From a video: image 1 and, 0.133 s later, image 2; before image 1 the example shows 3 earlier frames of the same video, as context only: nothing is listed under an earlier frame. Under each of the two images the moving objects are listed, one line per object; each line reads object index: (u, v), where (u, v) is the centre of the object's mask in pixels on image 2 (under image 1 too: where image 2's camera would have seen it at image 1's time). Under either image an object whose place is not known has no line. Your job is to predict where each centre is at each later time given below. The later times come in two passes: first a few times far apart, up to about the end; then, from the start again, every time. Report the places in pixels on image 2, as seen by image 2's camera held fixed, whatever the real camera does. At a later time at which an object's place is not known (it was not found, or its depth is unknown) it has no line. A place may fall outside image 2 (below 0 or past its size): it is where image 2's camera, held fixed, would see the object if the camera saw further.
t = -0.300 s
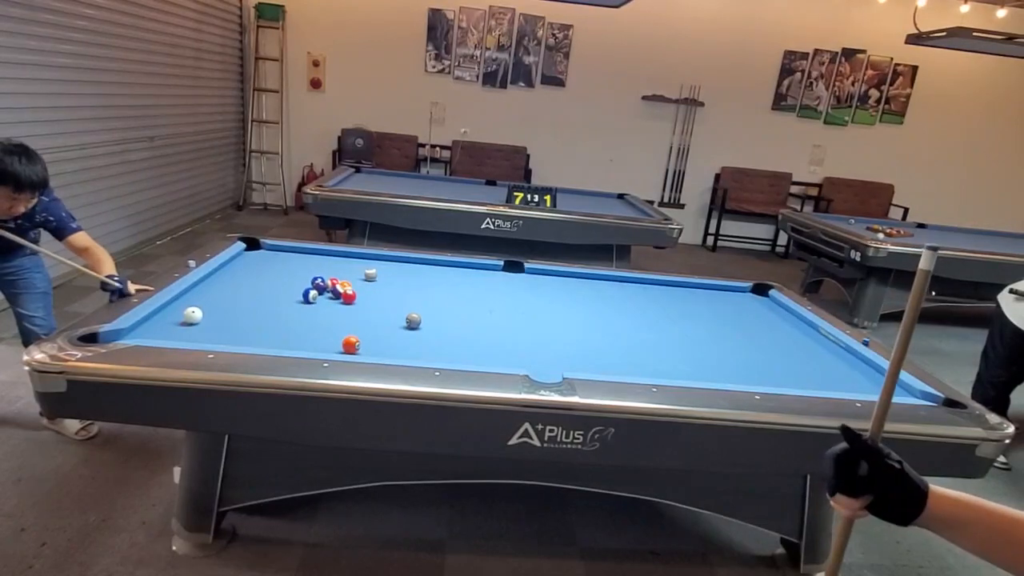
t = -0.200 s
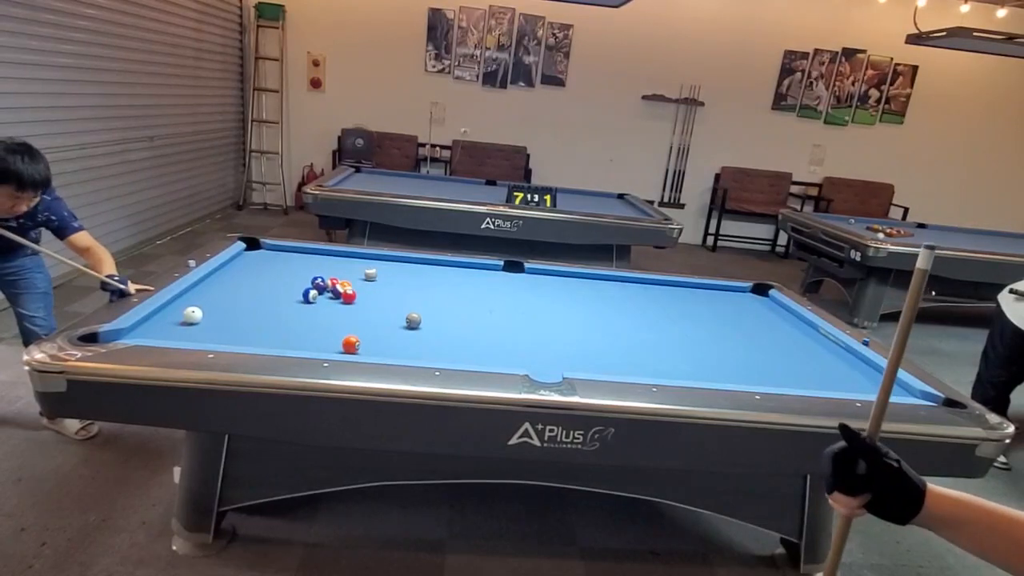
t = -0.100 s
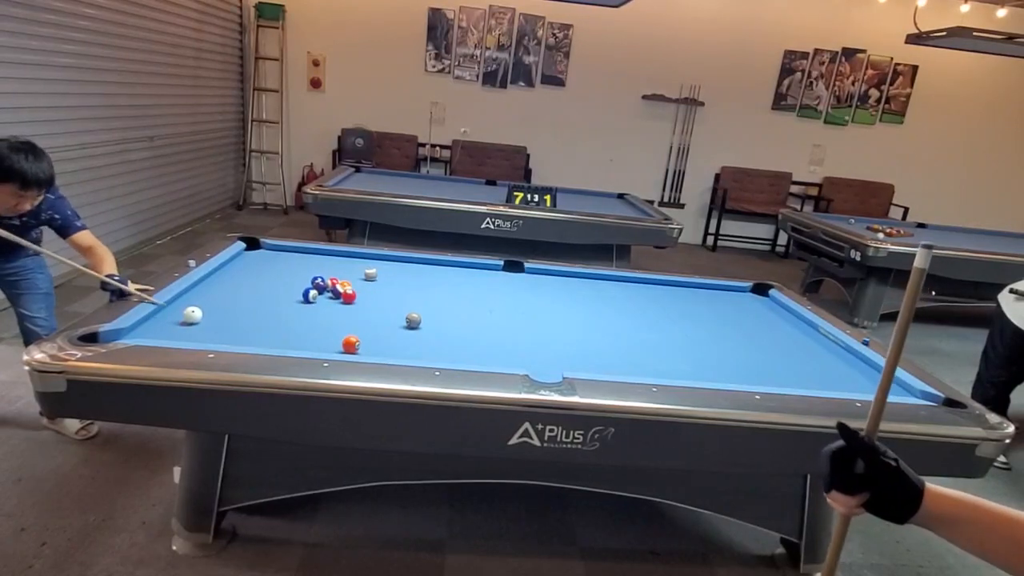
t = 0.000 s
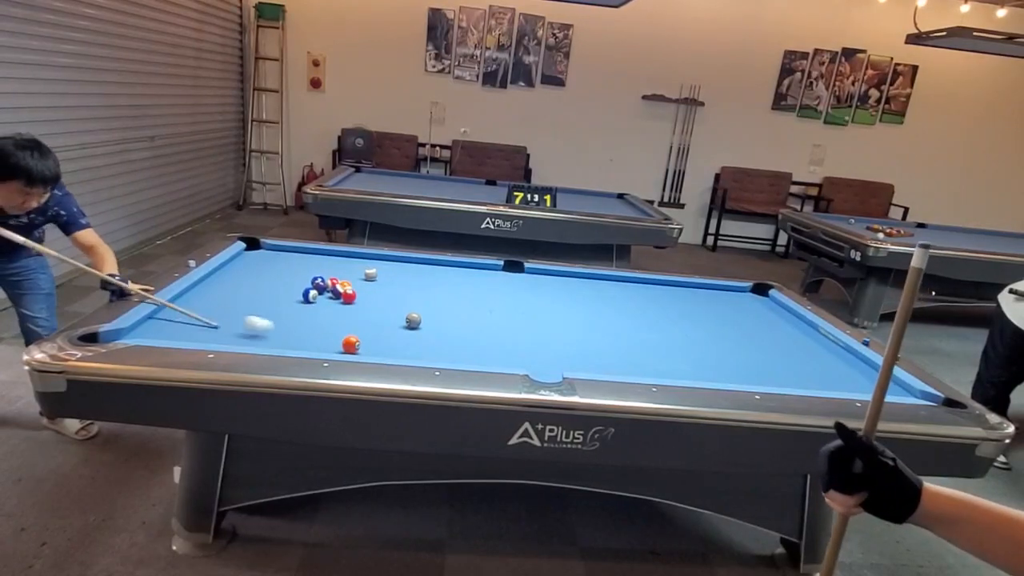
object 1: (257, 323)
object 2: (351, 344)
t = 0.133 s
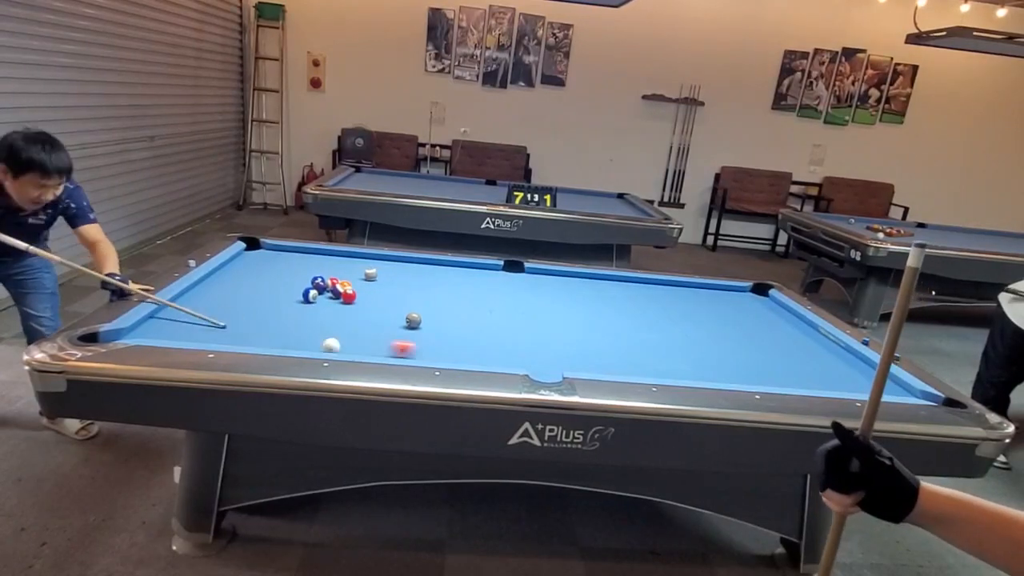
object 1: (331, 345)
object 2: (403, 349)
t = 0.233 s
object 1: (325, 347)
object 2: (492, 357)
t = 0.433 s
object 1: (310, 342)
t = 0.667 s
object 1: (294, 335)
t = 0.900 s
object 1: (280, 327)
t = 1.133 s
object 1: (267, 320)
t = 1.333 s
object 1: (258, 314)
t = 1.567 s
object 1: (247, 309)
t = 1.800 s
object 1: (239, 304)
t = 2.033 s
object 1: (230, 299)
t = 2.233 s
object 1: (224, 295)
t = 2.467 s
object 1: (218, 292)
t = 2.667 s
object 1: (213, 289)
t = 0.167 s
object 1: (329, 346)
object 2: (433, 352)
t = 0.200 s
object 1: (327, 348)
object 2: (462, 354)
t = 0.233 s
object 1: (325, 347)
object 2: (492, 357)
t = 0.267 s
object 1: (322, 346)
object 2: (520, 360)
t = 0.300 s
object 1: (319, 346)
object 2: (546, 364)
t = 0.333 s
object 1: (317, 345)
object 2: (572, 365)
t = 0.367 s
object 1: (315, 344)
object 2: (597, 366)
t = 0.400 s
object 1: (312, 343)
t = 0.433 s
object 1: (310, 342)
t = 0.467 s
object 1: (307, 342)
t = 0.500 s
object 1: (305, 341)
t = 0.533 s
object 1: (303, 340)
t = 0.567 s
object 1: (300, 338)
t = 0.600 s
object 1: (298, 337)
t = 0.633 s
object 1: (296, 336)
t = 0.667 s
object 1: (294, 335)
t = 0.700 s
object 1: (292, 333)
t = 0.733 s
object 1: (290, 332)
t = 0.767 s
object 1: (288, 331)
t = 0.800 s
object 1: (286, 330)
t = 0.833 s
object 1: (284, 329)
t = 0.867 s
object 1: (282, 328)
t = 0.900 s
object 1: (280, 327)
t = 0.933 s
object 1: (278, 326)
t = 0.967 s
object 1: (276, 325)
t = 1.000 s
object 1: (275, 324)
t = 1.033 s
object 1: (273, 322)
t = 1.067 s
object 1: (271, 321)
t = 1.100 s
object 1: (269, 321)
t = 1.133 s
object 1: (267, 320)
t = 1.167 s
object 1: (266, 319)
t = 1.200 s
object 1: (264, 318)
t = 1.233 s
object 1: (263, 317)
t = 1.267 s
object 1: (261, 316)
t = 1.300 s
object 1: (260, 315)
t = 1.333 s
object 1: (258, 314)
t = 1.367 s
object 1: (256, 313)
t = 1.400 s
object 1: (255, 312)
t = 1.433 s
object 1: (253, 312)
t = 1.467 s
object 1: (252, 311)
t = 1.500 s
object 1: (250, 310)
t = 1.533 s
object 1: (249, 309)
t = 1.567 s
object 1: (247, 309)
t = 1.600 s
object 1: (246, 308)
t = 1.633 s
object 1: (245, 307)
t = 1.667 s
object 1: (243, 306)
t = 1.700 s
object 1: (242, 306)
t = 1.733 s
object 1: (241, 305)
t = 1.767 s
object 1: (240, 304)
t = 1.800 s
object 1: (239, 304)
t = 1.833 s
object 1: (237, 303)
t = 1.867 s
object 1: (236, 302)
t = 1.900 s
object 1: (235, 301)
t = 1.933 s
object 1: (234, 301)
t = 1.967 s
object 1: (233, 300)
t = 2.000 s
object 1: (232, 300)
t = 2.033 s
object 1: (230, 299)
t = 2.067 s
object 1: (229, 298)
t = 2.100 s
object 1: (228, 298)
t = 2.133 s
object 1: (227, 297)
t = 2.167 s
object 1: (226, 297)
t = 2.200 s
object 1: (225, 296)
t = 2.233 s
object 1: (224, 295)
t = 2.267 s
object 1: (223, 295)
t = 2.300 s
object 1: (222, 294)
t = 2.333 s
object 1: (221, 294)
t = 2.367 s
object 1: (220, 293)
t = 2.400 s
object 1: (220, 293)
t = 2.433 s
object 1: (219, 292)
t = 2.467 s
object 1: (218, 292)
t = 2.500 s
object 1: (217, 291)
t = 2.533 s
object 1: (216, 291)
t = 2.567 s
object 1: (215, 291)
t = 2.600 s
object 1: (214, 290)
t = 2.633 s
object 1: (214, 289)
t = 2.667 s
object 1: (213, 289)
